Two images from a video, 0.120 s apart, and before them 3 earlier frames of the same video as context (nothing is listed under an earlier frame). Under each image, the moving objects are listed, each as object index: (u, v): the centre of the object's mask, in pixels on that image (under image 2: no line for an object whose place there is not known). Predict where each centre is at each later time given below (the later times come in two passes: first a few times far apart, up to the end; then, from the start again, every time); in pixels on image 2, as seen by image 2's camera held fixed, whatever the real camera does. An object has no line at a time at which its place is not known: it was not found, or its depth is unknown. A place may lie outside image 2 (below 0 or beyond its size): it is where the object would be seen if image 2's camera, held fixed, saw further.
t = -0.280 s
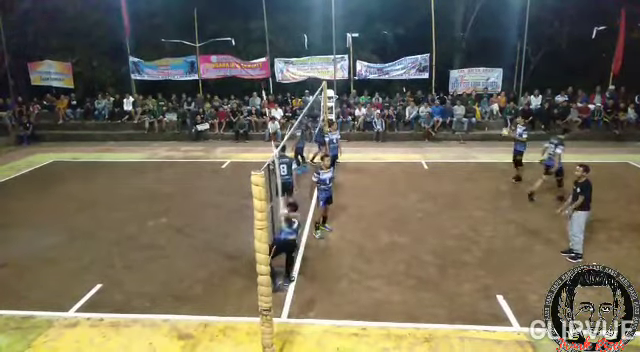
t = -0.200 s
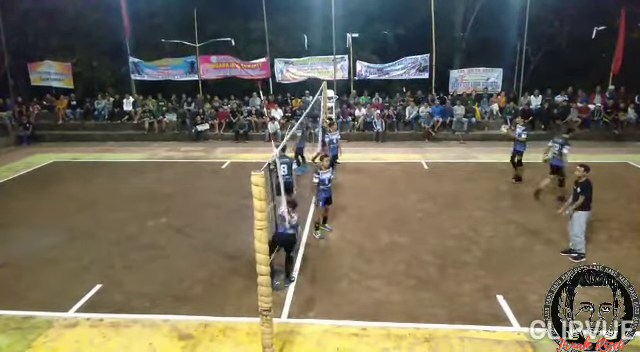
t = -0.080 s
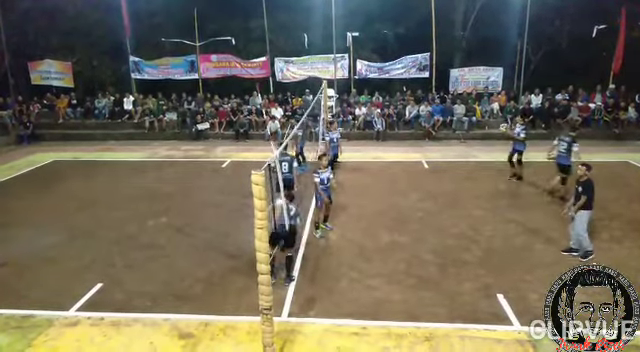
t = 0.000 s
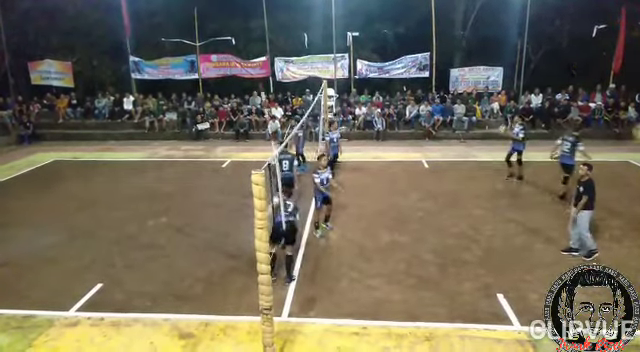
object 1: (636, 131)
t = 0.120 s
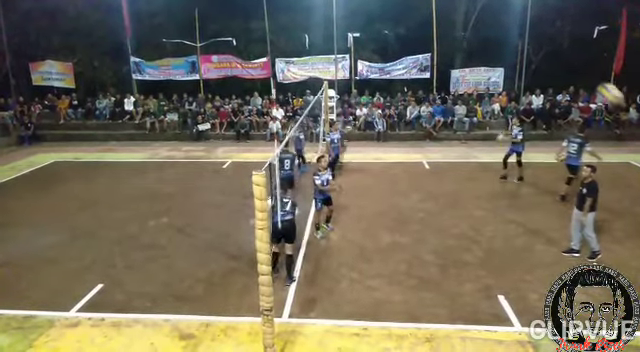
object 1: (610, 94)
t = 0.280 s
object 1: (562, 57)
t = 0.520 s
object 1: (495, 42)
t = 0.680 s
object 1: (454, 55)
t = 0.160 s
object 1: (597, 82)
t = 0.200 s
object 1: (586, 73)
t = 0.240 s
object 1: (574, 64)
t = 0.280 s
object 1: (562, 57)
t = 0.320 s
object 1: (550, 51)
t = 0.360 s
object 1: (538, 47)
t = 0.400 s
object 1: (527, 44)
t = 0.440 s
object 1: (516, 42)
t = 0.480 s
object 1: (505, 41)
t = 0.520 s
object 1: (495, 42)
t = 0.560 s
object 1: (484, 44)
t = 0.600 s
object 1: (473, 46)
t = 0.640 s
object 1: (464, 50)
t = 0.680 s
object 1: (454, 55)
